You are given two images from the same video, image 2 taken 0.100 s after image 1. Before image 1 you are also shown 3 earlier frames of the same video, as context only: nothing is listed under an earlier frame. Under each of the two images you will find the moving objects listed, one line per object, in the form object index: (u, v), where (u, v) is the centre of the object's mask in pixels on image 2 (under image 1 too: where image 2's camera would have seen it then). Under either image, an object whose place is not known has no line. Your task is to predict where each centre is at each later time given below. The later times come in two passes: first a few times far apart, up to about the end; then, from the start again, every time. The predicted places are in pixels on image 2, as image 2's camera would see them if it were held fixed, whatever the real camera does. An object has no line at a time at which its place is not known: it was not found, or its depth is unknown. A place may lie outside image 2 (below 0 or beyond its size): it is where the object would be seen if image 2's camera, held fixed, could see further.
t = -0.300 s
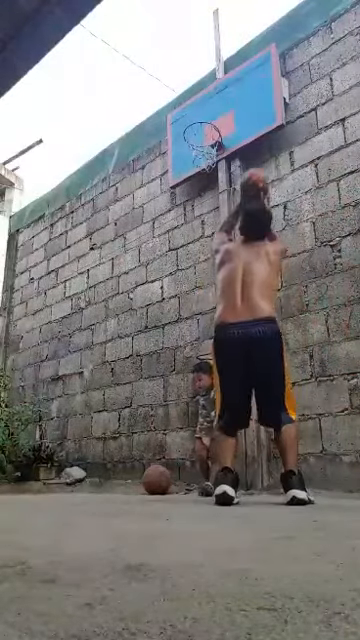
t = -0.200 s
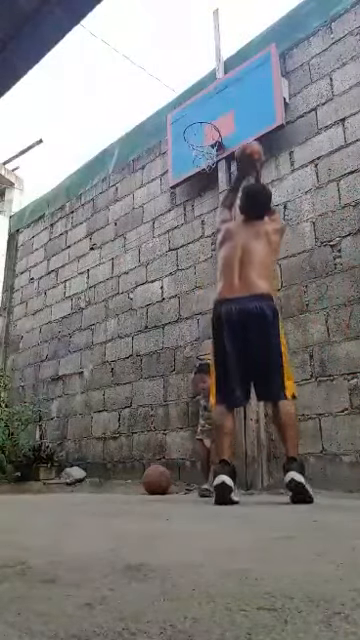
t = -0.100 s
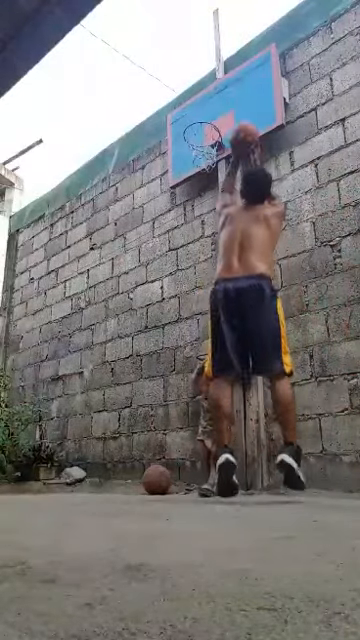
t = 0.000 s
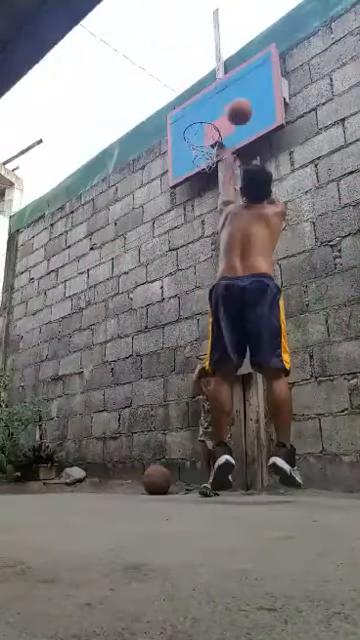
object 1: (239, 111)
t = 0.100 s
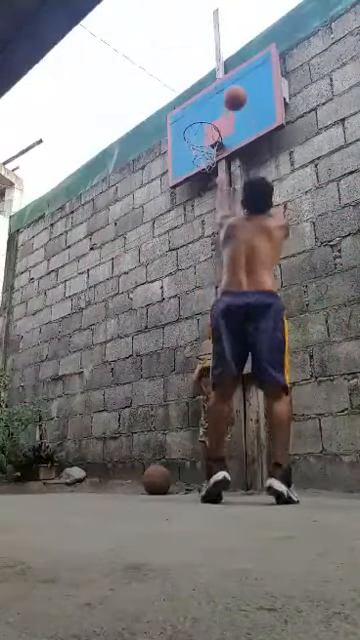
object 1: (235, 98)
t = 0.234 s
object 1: (231, 98)
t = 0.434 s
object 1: (207, 111)
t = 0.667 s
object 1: (206, 134)
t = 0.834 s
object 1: (199, 144)
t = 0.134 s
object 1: (234, 96)
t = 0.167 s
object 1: (233, 95)
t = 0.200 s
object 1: (232, 96)
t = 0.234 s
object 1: (231, 98)
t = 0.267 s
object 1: (230, 100)
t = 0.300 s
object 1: (230, 105)
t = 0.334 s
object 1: (224, 106)
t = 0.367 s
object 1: (218, 107)
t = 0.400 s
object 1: (213, 109)
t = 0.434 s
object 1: (207, 111)
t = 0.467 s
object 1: (202, 116)
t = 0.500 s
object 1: (197, 122)
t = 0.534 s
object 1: (193, 127)
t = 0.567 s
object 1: (199, 128)
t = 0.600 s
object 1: (204, 130)
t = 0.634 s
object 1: (208, 133)
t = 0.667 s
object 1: (206, 134)
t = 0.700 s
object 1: (205, 135)
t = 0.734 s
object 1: (201, 139)
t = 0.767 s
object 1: (200, 141)
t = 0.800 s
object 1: (200, 141)
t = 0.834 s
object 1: (199, 144)
